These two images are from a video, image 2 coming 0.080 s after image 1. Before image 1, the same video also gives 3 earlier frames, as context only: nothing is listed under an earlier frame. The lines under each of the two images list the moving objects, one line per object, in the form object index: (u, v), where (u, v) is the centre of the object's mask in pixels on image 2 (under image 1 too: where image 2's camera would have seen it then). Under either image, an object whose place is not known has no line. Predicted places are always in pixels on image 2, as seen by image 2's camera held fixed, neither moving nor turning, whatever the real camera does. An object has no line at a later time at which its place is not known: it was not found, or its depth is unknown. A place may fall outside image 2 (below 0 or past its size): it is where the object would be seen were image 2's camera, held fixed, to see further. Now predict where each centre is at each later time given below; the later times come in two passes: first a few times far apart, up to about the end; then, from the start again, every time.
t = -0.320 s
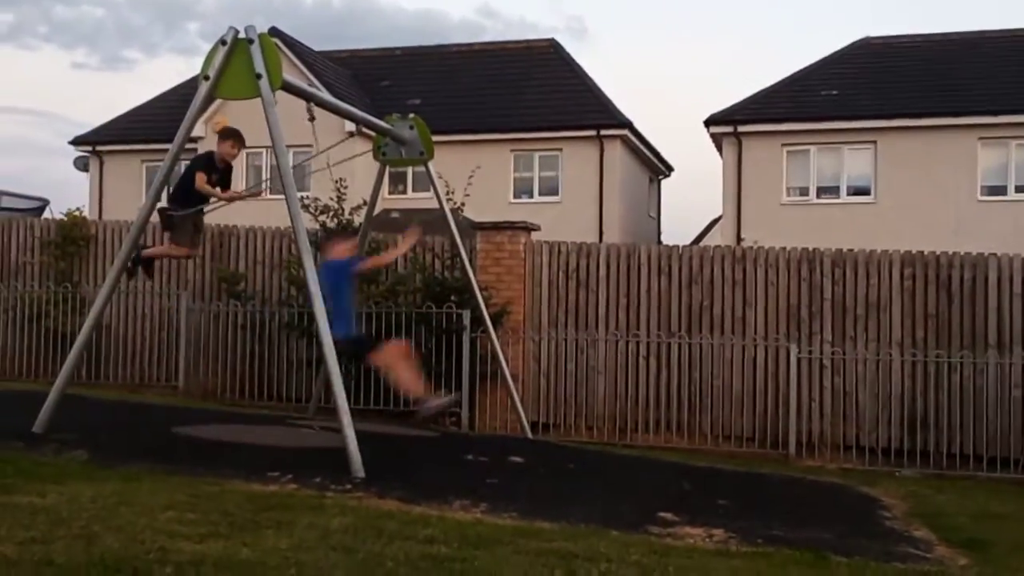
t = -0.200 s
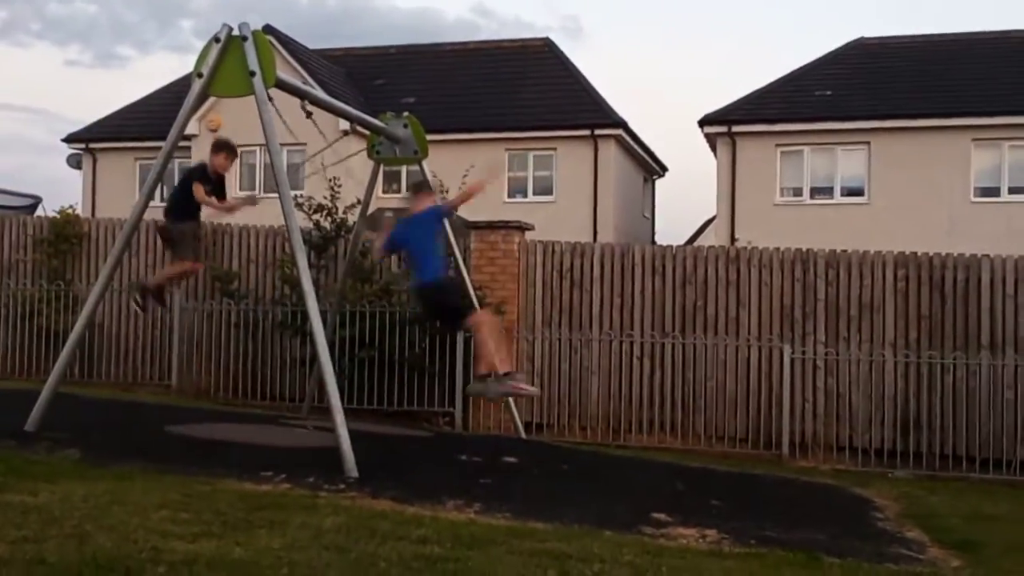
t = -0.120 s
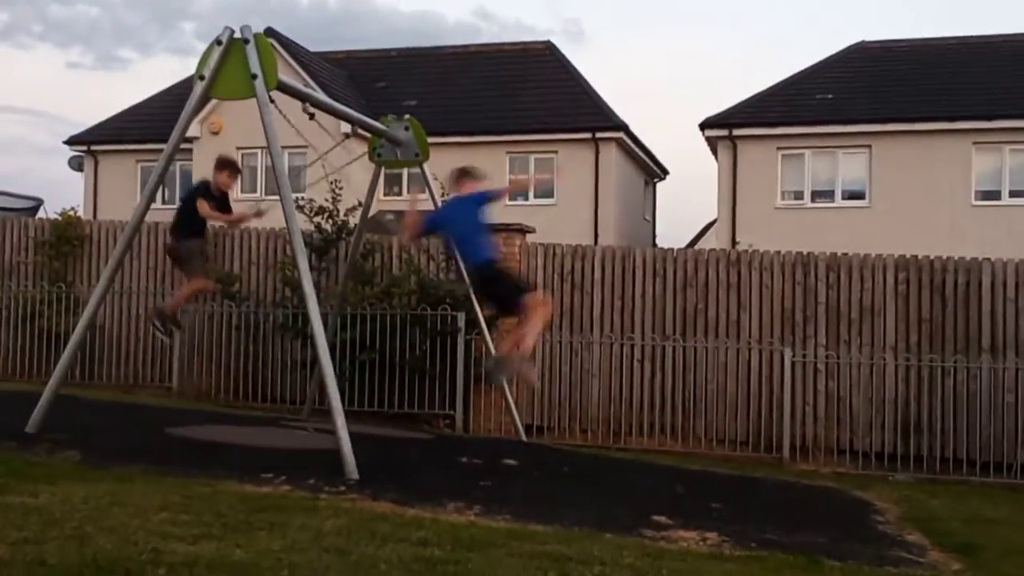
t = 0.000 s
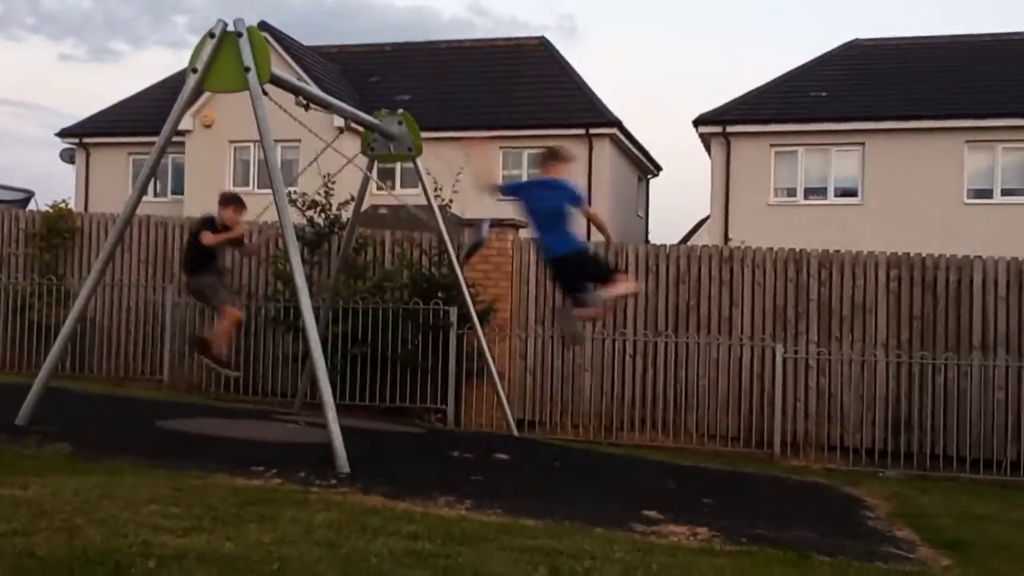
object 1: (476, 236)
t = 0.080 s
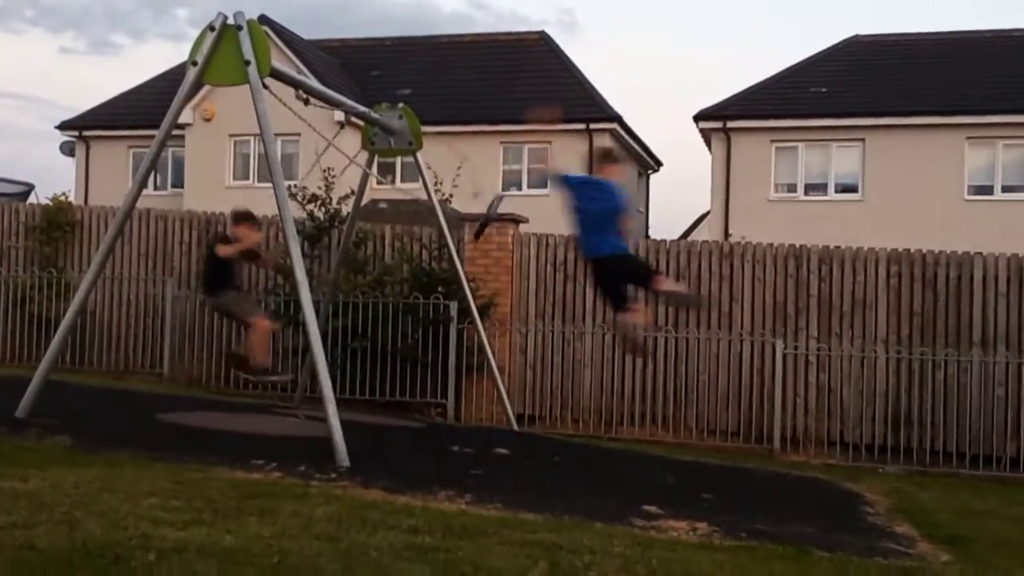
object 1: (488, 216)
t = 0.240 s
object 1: (499, 194)
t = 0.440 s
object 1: (459, 223)
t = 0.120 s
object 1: (492, 211)
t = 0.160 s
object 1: (499, 204)
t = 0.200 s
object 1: (500, 200)
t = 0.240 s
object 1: (499, 194)
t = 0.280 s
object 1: (495, 194)
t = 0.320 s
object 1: (489, 196)
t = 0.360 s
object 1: (483, 200)
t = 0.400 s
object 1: (476, 205)
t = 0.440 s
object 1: (459, 223)
